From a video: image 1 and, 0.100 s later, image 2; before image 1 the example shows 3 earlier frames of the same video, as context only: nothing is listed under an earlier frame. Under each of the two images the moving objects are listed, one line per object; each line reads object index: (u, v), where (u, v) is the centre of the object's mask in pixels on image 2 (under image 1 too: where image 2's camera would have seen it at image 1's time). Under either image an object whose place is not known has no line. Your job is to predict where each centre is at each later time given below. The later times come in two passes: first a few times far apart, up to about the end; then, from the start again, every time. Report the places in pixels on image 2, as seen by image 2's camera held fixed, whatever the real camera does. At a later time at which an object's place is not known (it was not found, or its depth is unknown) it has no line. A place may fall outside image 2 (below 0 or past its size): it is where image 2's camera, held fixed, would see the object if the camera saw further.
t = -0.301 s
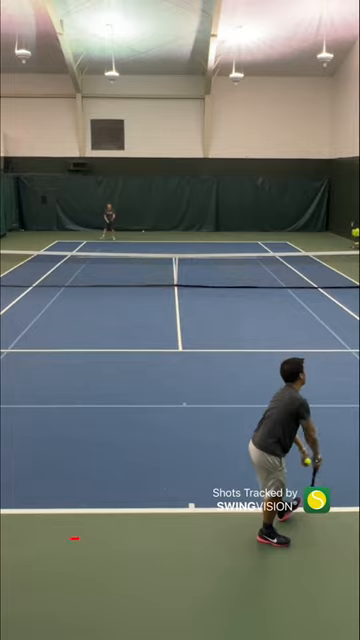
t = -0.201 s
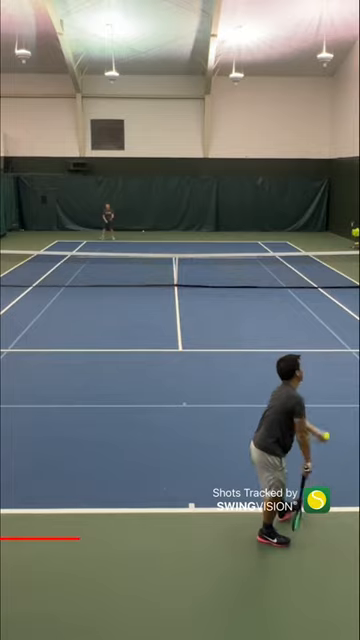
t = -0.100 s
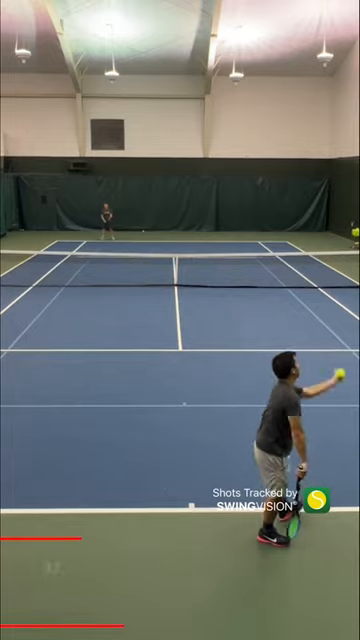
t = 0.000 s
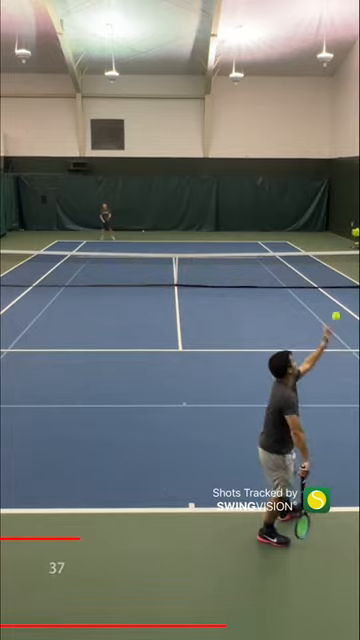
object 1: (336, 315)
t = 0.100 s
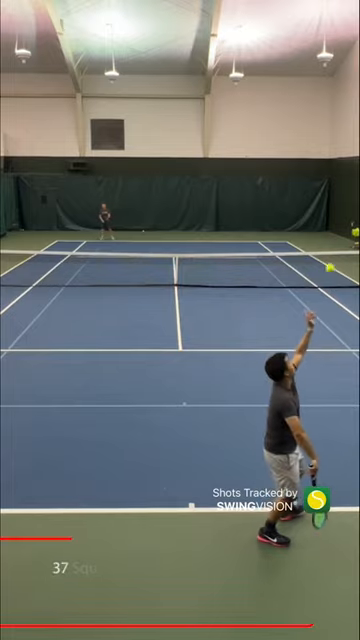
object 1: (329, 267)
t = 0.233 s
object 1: (321, 224)
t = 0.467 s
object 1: (301, 179)
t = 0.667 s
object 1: (279, 195)
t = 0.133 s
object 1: (327, 254)
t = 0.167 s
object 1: (325, 241)
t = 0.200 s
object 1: (322, 229)
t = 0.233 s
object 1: (321, 224)
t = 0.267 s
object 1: (319, 214)
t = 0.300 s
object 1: (316, 205)
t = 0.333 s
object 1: (313, 197)
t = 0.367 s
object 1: (310, 191)
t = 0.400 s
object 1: (307, 186)
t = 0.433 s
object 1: (304, 182)
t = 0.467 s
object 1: (301, 179)
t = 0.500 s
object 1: (298, 178)
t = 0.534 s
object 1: (294, 178)
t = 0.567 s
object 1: (291, 180)
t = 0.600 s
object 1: (288, 183)
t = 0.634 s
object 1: (284, 187)
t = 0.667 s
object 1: (279, 195)
